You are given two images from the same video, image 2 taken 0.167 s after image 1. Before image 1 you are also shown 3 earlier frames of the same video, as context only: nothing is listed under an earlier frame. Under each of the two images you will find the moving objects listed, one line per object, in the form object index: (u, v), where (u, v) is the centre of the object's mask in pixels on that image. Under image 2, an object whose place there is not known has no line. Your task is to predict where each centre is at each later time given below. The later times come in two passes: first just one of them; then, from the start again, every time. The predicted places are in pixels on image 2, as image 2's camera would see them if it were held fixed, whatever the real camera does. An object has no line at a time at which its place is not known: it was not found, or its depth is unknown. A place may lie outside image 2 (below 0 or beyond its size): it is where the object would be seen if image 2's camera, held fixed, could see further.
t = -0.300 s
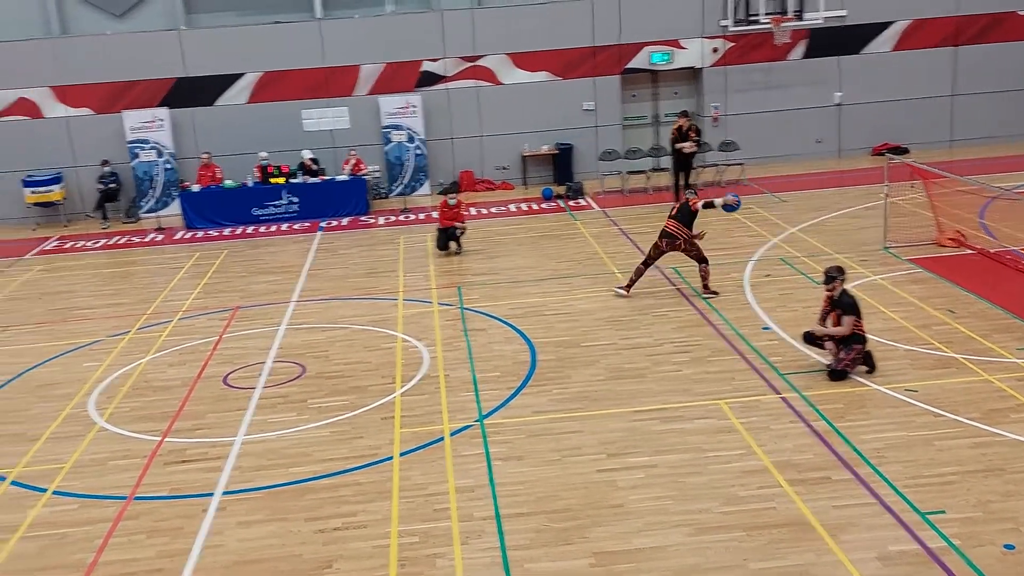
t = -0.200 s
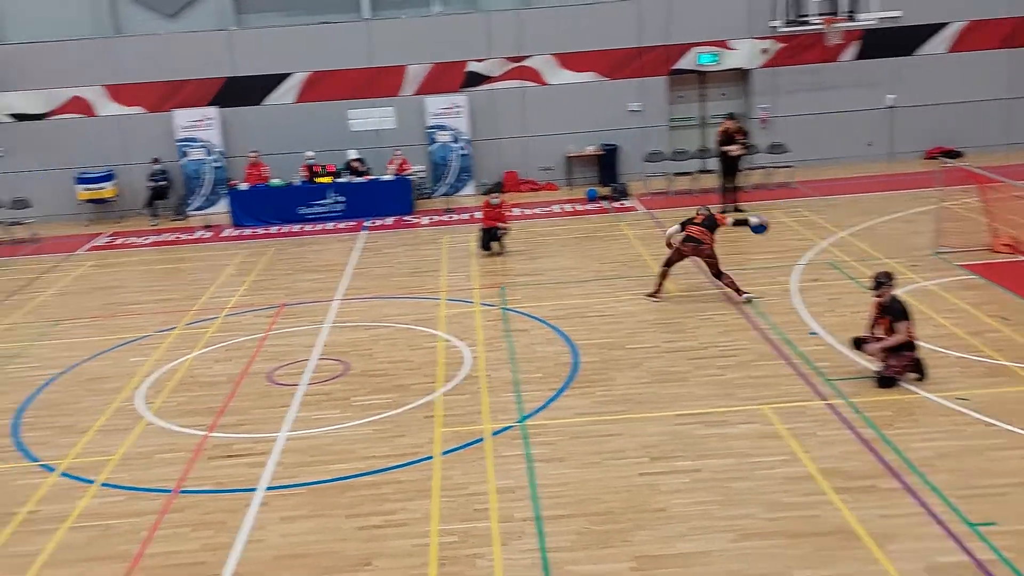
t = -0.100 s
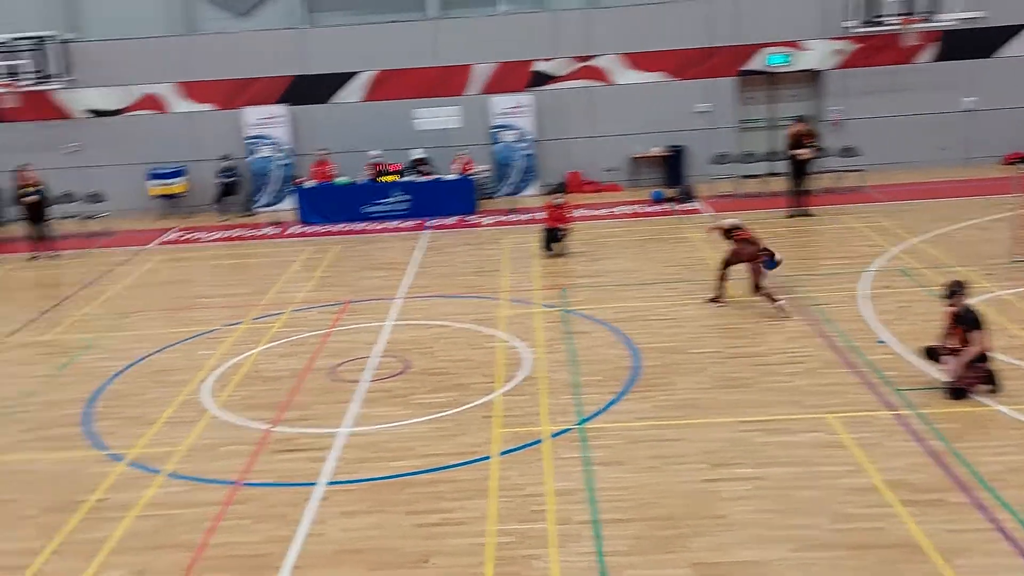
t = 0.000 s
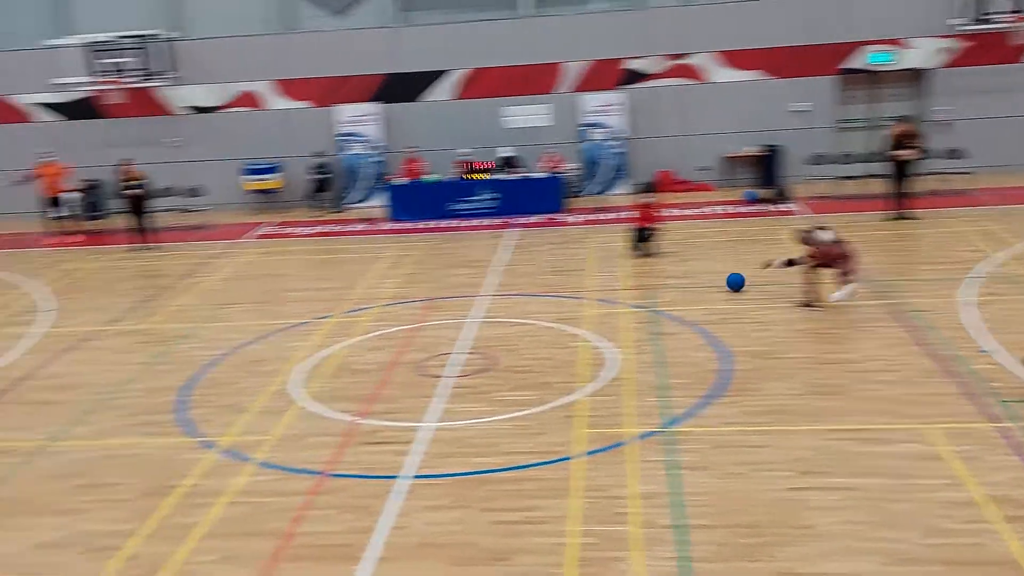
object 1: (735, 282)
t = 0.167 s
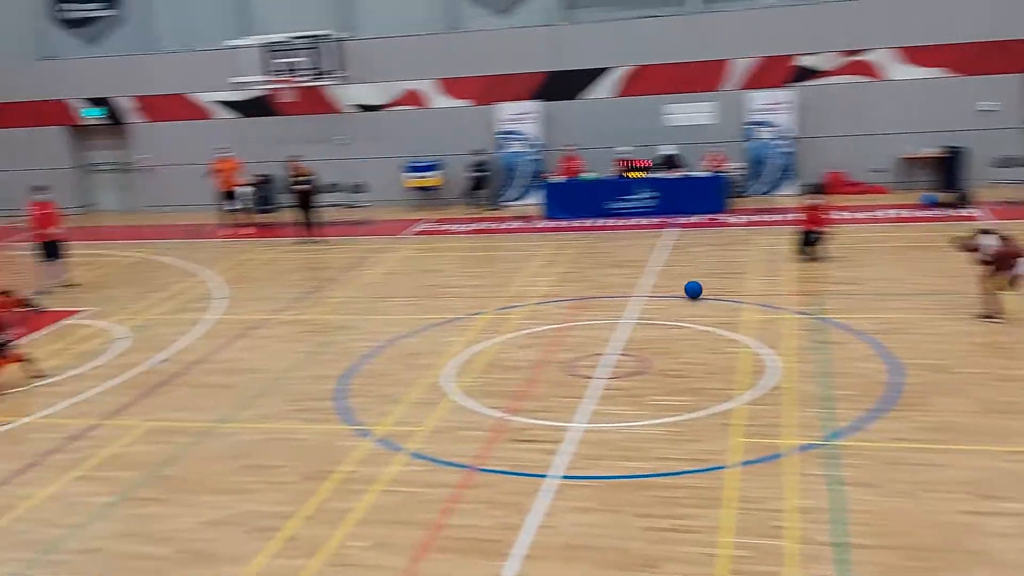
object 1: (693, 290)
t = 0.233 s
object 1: (622, 289)
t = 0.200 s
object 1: (655, 291)
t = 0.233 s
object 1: (622, 289)
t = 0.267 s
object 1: (591, 287)
